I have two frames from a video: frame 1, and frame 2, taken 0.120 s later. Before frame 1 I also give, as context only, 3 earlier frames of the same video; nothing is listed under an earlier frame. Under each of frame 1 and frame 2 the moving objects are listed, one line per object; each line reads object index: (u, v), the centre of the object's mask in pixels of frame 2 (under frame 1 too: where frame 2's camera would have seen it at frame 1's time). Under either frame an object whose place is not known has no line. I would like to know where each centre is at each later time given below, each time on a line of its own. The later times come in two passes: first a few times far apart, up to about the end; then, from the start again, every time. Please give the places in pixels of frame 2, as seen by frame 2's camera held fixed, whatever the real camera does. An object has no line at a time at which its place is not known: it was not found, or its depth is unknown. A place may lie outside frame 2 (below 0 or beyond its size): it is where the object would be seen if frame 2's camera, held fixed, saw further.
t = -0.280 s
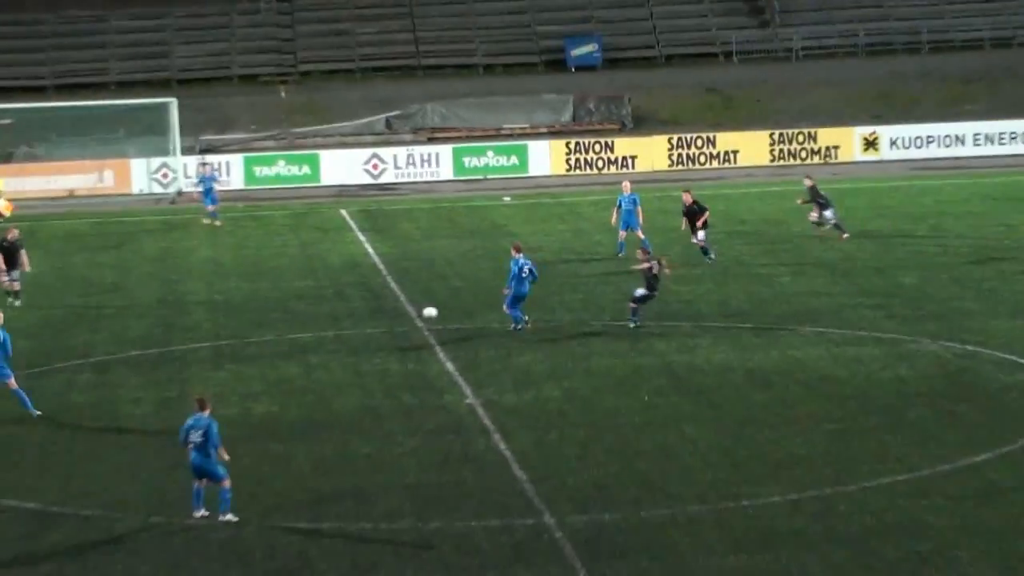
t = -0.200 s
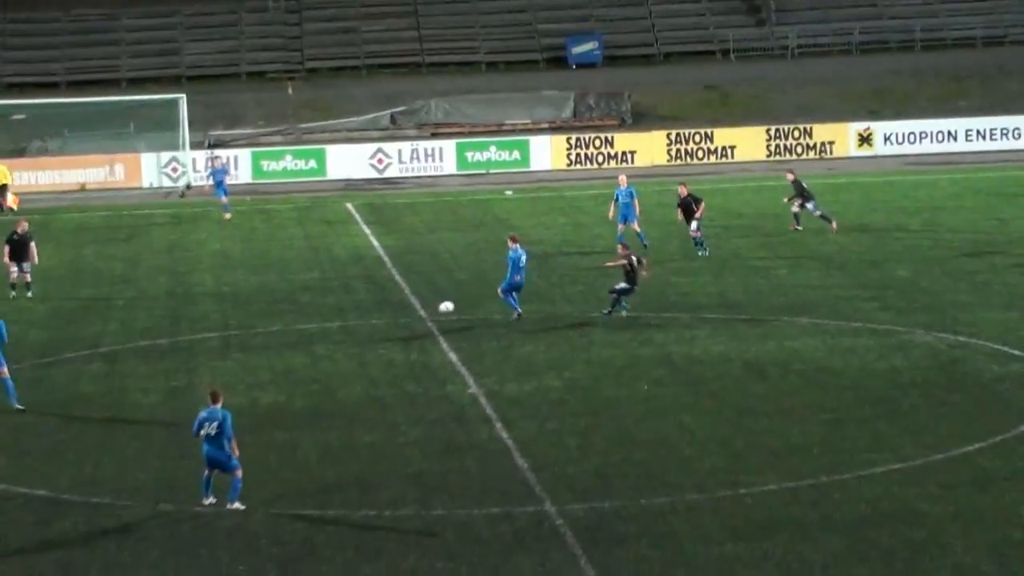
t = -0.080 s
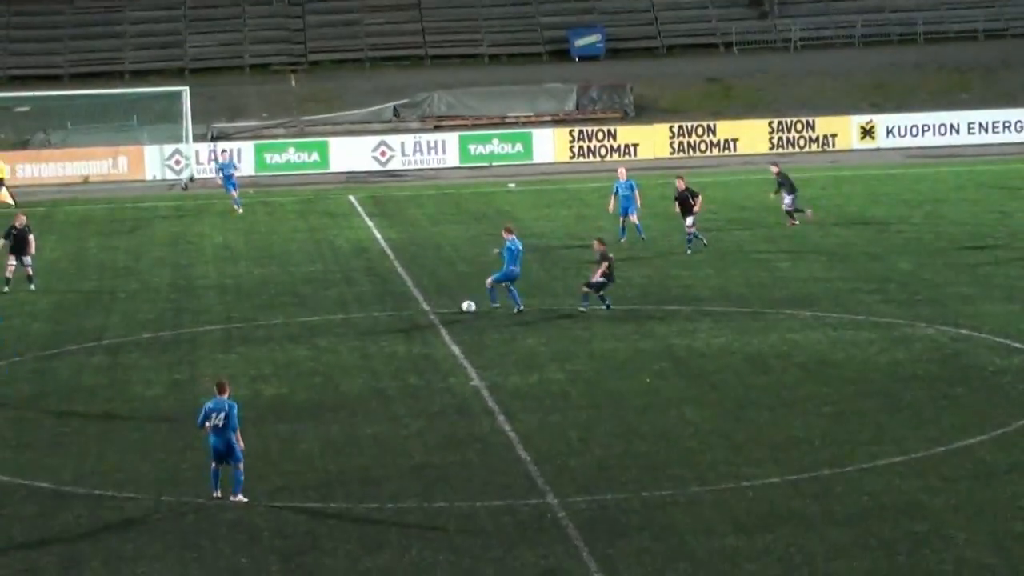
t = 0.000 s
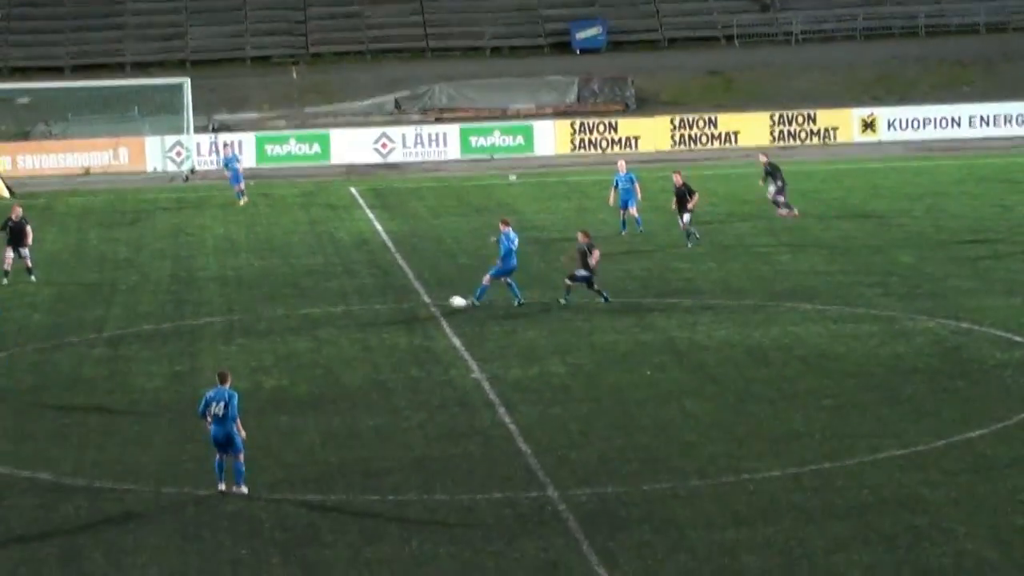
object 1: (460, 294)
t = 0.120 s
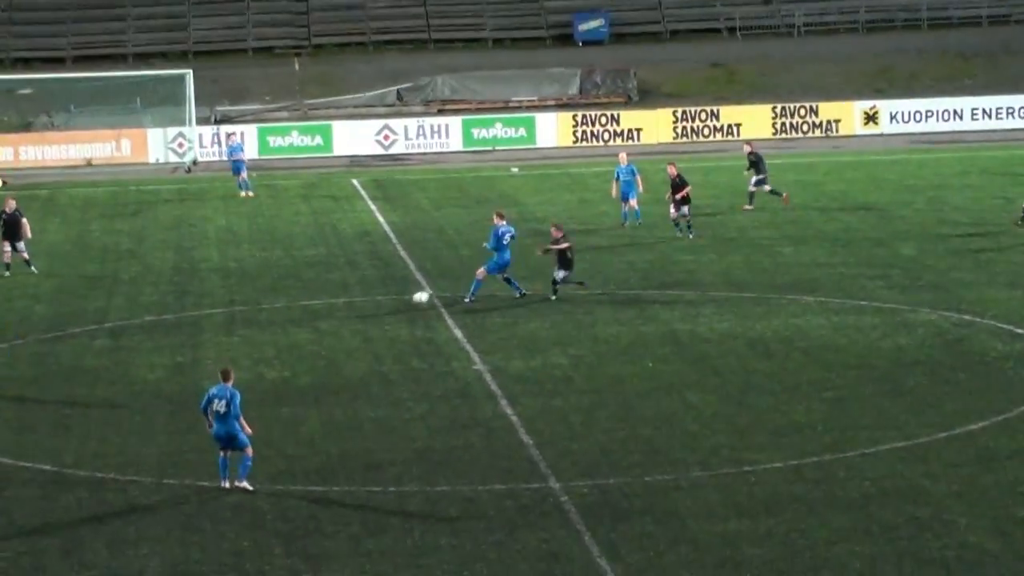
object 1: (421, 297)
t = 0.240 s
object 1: (384, 303)
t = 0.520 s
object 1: (322, 316)
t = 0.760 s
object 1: (282, 325)
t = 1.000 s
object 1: (243, 335)
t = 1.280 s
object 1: (199, 350)
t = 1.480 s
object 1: (168, 361)
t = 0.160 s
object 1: (407, 300)
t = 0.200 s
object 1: (395, 303)
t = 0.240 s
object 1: (384, 303)
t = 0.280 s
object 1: (374, 303)
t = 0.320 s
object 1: (363, 305)
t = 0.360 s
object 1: (354, 308)
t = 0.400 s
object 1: (346, 310)
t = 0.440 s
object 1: (338, 311)
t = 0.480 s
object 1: (330, 313)
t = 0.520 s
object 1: (322, 316)
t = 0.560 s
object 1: (315, 316)
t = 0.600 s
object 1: (308, 317)
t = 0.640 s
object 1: (301, 319)
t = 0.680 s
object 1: (294, 321)
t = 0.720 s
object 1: (288, 323)
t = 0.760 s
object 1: (282, 325)
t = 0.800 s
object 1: (275, 327)
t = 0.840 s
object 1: (269, 329)
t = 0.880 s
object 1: (262, 331)
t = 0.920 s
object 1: (255, 332)
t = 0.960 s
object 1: (249, 334)
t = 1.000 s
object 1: (243, 335)
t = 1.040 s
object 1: (236, 337)
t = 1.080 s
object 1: (230, 339)
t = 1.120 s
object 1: (224, 342)
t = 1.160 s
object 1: (217, 343)
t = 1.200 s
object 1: (211, 346)
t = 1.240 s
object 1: (205, 348)
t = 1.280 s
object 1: (199, 350)
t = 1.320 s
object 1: (193, 352)
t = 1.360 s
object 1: (186, 354)
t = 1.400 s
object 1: (180, 355)
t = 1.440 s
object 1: (174, 358)
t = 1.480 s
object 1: (168, 361)
